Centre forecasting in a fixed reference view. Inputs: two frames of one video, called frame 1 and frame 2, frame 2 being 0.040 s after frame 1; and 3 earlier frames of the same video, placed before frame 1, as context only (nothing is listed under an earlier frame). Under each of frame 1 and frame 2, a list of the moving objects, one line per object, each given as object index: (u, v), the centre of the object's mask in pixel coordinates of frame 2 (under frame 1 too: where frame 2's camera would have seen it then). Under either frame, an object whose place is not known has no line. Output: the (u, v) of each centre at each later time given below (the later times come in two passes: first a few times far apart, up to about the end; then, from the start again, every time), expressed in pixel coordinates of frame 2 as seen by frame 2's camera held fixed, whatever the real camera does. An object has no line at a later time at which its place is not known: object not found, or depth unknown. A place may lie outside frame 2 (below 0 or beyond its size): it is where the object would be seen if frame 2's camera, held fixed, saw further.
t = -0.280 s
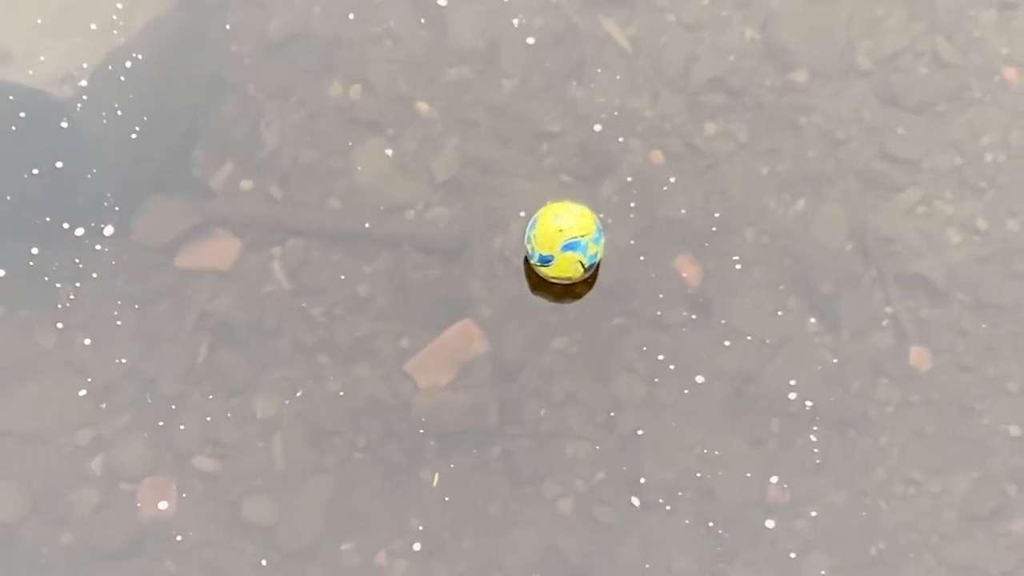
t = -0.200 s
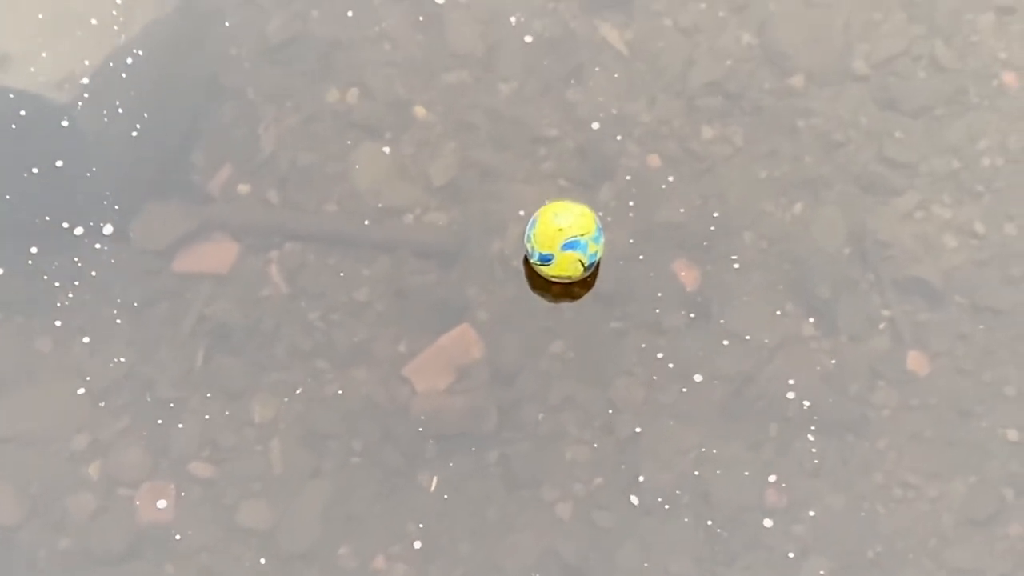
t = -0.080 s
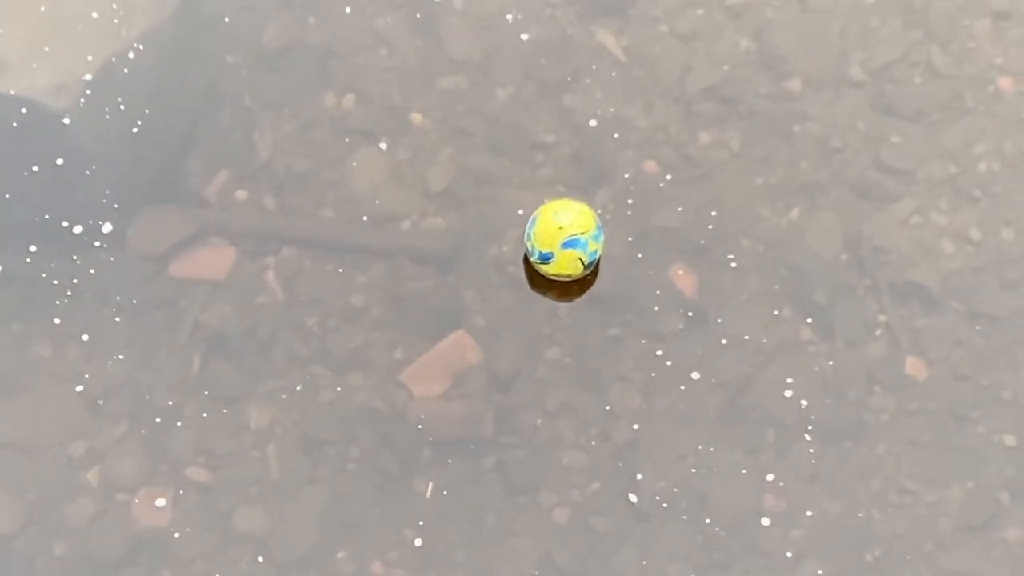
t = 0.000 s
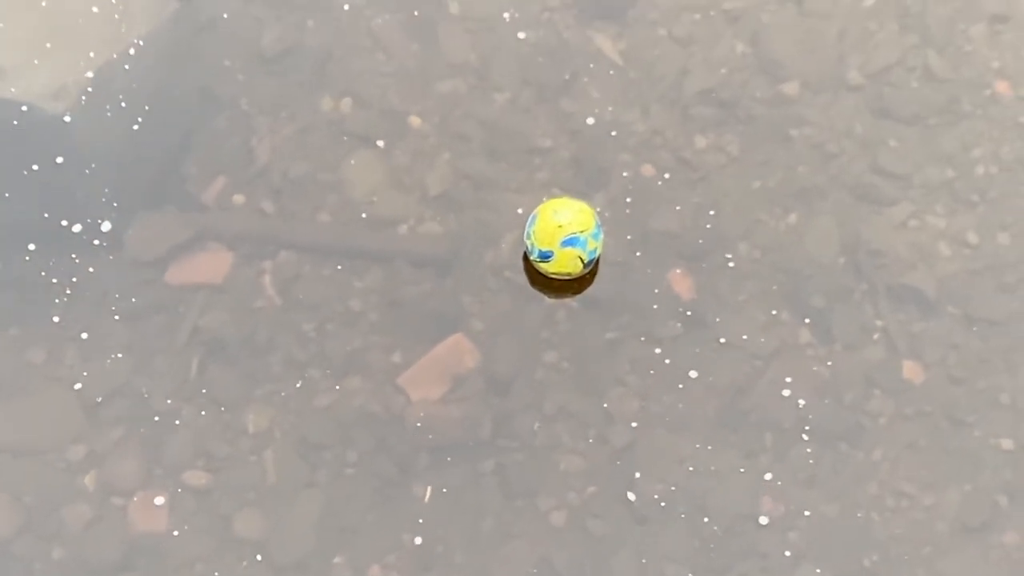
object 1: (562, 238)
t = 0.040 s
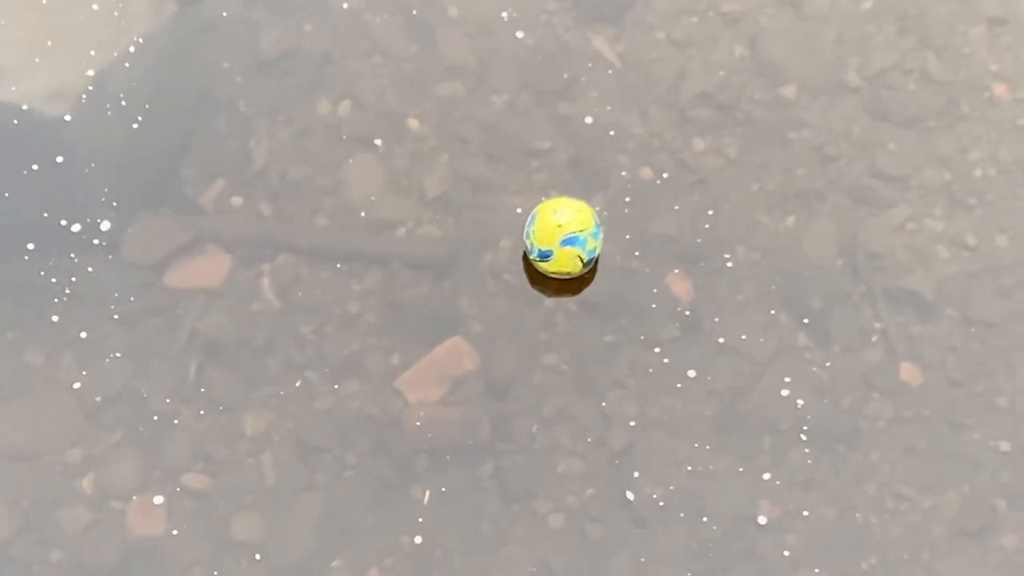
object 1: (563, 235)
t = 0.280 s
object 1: (569, 220)
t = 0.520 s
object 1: (575, 205)
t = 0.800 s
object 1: (582, 186)
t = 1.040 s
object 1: (587, 171)
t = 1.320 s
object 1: (593, 152)
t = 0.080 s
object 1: (564, 232)
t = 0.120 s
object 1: (565, 230)
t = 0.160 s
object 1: (566, 227)
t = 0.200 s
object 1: (567, 224)
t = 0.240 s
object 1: (568, 221)
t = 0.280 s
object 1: (569, 220)
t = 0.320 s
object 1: (570, 218)
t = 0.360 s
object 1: (571, 214)
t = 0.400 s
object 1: (572, 213)
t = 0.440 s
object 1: (573, 209)
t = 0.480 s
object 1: (574, 207)
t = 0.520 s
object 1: (575, 205)
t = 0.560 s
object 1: (576, 202)
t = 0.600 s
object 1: (577, 199)
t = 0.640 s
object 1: (578, 196)
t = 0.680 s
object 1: (579, 194)
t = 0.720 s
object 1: (580, 192)
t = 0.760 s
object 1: (581, 188)
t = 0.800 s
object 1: (582, 186)
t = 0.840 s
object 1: (583, 183)
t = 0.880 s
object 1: (584, 181)
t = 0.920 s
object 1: (585, 179)
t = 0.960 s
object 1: (586, 175)
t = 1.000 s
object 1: (586, 173)
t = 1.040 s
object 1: (587, 171)
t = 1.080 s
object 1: (588, 168)
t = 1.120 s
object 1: (589, 165)
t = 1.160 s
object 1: (590, 162)
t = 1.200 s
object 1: (590, 160)
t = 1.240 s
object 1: (591, 158)
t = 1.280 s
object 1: (593, 155)
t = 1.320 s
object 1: (593, 152)
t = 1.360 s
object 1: (595, 149)
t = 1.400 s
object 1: (595, 147)
